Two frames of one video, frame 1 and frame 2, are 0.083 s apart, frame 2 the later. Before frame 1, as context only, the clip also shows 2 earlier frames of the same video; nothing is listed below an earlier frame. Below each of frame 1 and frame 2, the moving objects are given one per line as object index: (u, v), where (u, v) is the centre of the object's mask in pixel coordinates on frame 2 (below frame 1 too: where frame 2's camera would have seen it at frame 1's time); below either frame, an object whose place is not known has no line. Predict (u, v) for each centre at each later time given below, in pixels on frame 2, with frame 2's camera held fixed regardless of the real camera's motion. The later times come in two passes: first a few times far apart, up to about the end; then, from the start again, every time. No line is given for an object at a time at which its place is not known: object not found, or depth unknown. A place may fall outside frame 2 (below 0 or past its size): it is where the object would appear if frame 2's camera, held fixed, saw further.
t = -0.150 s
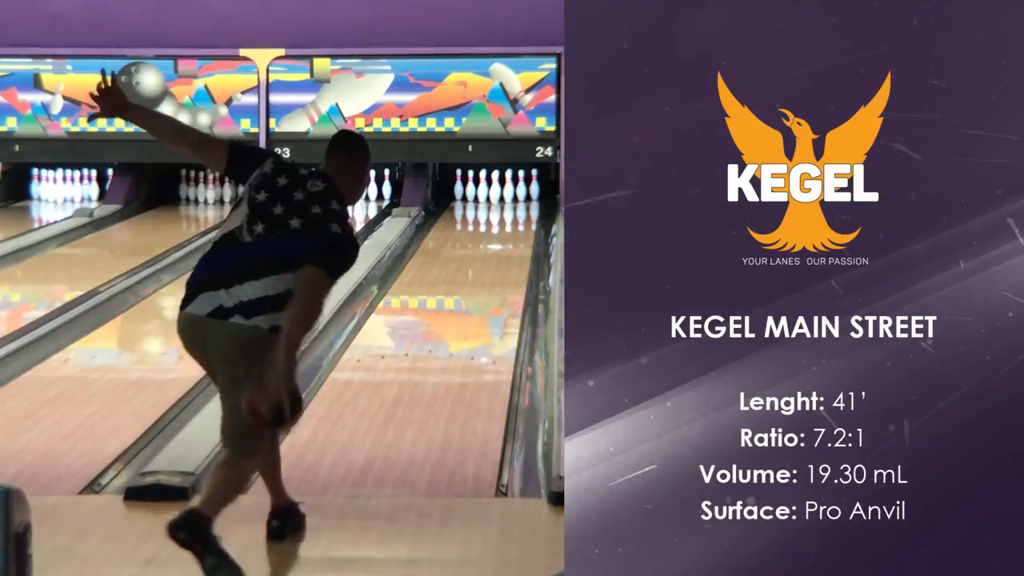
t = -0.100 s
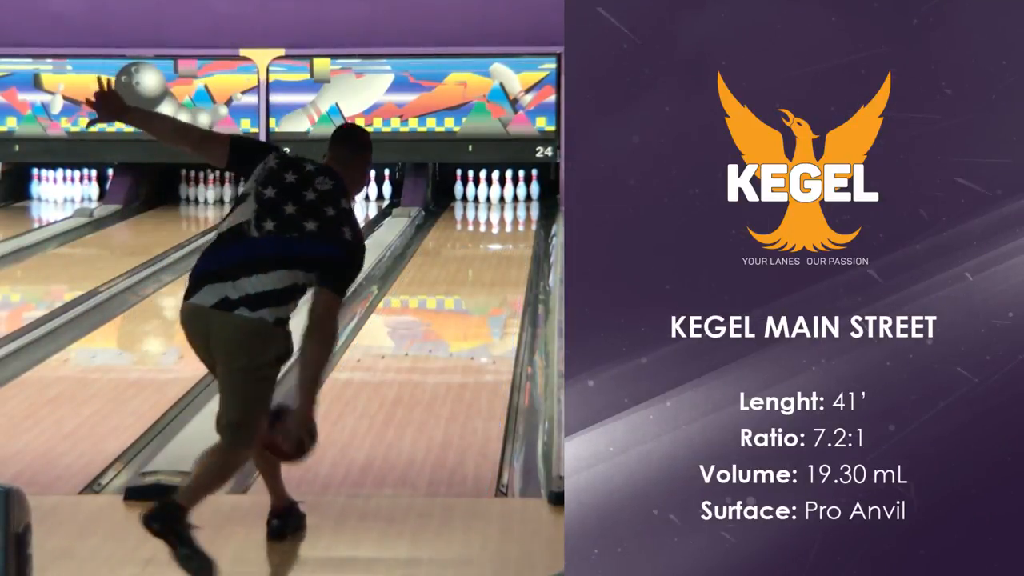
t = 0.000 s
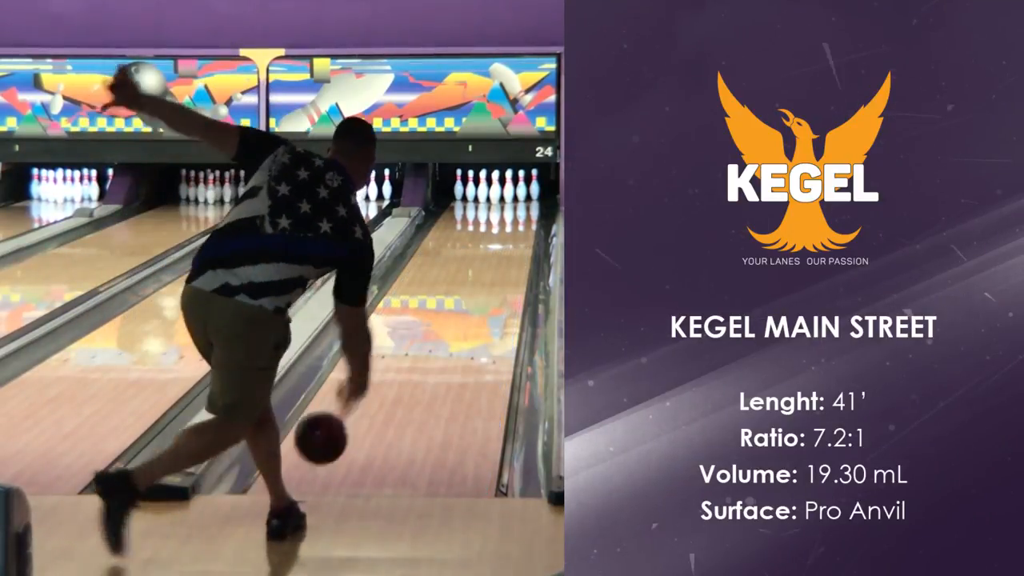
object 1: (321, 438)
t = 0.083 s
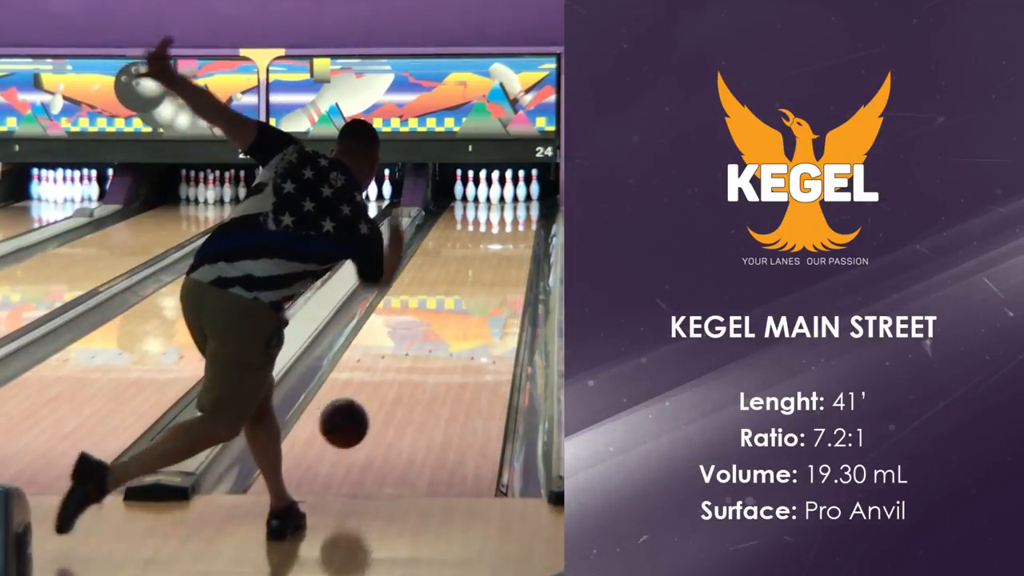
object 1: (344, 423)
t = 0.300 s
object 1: (391, 401)
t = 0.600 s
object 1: (437, 344)
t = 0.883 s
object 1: (467, 302)
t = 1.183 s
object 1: (490, 270)
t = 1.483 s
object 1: (506, 244)
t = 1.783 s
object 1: (515, 224)
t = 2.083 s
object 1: (515, 209)
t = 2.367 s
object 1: (504, 198)
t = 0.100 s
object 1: (348, 422)
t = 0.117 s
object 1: (352, 422)
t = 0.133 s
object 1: (356, 423)
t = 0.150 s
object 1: (360, 424)
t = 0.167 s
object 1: (364, 425)
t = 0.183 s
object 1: (368, 427)
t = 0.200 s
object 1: (372, 430)
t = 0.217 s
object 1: (375, 424)
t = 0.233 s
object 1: (378, 418)
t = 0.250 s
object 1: (382, 412)
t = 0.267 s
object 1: (385, 408)
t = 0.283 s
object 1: (388, 404)
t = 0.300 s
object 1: (391, 401)
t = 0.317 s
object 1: (395, 399)
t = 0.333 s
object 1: (398, 396)
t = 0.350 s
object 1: (400, 392)
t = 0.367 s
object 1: (403, 388)
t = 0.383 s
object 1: (406, 385)
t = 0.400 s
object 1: (409, 382)
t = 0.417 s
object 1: (411, 378)
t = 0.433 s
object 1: (414, 375)
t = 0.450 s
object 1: (417, 371)
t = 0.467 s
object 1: (419, 368)
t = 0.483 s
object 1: (422, 365)
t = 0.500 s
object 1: (424, 362)
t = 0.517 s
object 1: (427, 359)
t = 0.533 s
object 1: (429, 355)
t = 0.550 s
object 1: (431, 353)
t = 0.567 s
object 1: (433, 350)
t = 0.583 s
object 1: (435, 347)
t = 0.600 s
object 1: (437, 344)
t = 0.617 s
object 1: (440, 341)
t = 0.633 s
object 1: (441, 338)
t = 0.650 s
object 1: (443, 335)
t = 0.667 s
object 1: (445, 333)
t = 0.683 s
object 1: (447, 330)
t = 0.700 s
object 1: (449, 328)
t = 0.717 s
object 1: (451, 325)
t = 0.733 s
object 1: (453, 323)
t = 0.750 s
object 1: (455, 320)
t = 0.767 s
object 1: (456, 318)
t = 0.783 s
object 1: (458, 315)
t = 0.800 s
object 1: (460, 313)
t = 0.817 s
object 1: (461, 311)
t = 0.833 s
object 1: (463, 309)
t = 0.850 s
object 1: (464, 306)
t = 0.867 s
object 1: (466, 304)
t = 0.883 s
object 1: (467, 302)
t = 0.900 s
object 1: (469, 300)
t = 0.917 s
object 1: (470, 298)
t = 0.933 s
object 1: (472, 296)
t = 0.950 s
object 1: (473, 294)
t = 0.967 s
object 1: (474, 292)
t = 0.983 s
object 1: (475, 290)
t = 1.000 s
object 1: (477, 289)
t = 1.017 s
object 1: (478, 287)
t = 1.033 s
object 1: (480, 285)
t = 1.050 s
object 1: (481, 283)
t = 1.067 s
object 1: (482, 281)
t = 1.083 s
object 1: (483, 280)
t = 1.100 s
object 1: (484, 278)
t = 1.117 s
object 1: (485, 276)
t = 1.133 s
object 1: (486, 275)
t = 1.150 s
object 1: (487, 273)
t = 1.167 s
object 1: (488, 272)
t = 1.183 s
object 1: (490, 270)
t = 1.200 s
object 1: (491, 269)
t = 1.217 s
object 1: (492, 267)
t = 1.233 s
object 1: (493, 265)
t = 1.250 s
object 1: (494, 264)
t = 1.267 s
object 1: (495, 263)
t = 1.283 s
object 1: (495, 261)
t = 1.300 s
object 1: (496, 260)
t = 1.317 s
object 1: (497, 258)
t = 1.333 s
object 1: (498, 257)
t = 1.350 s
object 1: (499, 255)
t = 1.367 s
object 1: (500, 254)
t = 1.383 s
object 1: (501, 252)
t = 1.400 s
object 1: (502, 251)
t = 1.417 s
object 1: (502, 250)
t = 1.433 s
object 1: (503, 248)
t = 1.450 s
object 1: (504, 247)
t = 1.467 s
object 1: (505, 246)
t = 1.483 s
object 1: (506, 244)
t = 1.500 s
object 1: (506, 243)
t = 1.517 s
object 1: (507, 242)
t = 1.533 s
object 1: (507, 241)
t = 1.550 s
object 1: (508, 240)
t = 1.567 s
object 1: (509, 238)
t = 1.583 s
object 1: (509, 237)
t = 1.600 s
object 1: (510, 236)
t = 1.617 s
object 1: (510, 234)
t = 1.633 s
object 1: (511, 234)
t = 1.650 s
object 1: (511, 233)
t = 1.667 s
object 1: (512, 231)
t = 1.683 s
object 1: (513, 230)
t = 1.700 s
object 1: (513, 229)
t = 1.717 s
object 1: (513, 228)
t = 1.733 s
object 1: (514, 227)
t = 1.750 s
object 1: (514, 226)
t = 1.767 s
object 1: (515, 225)
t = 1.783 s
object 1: (515, 224)
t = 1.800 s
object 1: (515, 223)
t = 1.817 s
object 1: (515, 222)
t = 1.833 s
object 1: (516, 221)
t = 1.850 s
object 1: (516, 220)
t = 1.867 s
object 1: (516, 219)
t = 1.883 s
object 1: (516, 218)
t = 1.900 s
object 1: (516, 217)
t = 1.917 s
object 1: (516, 216)
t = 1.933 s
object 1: (516, 215)
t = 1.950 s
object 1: (516, 214)
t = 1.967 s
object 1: (516, 214)
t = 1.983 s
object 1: (516, 213)
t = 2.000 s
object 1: (516, 212)
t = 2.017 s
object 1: (516, 211)
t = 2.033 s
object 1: (516, 211)
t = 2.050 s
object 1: (515, 210)
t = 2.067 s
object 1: (515, 209)
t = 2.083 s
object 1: (515, 209)
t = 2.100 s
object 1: (515, 208)
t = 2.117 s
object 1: (514, 207)
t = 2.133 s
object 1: (514, 206)
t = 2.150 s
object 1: (513, 206)
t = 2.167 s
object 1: (513, 205)
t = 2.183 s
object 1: (512, 204)
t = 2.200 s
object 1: (512, 204)
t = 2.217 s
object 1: (511, 203)
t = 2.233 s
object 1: (510, 203)
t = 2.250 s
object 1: (510, 202)
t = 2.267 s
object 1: (509, 202)
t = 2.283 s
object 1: (508, 201)
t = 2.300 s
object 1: (508, 200)
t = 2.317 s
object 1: (507, 200)
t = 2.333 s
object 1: (506, 199)
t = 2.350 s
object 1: (505, 198)
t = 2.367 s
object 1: (504, 198)
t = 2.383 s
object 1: (503, 197)
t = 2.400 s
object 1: (502, 197)
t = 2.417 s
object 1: (501, 196)
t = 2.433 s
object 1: (502, 196)
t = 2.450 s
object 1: (502, 196)
